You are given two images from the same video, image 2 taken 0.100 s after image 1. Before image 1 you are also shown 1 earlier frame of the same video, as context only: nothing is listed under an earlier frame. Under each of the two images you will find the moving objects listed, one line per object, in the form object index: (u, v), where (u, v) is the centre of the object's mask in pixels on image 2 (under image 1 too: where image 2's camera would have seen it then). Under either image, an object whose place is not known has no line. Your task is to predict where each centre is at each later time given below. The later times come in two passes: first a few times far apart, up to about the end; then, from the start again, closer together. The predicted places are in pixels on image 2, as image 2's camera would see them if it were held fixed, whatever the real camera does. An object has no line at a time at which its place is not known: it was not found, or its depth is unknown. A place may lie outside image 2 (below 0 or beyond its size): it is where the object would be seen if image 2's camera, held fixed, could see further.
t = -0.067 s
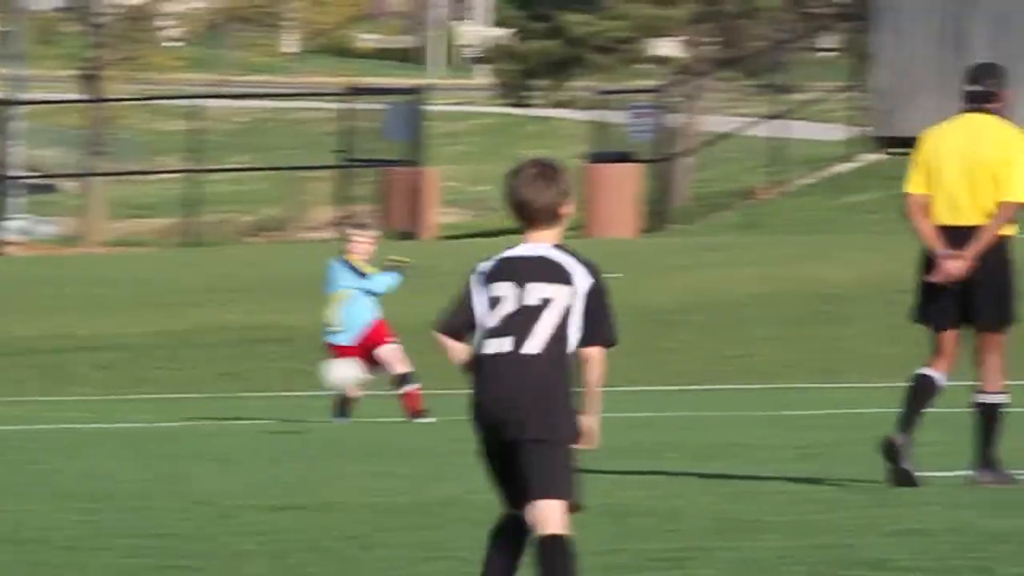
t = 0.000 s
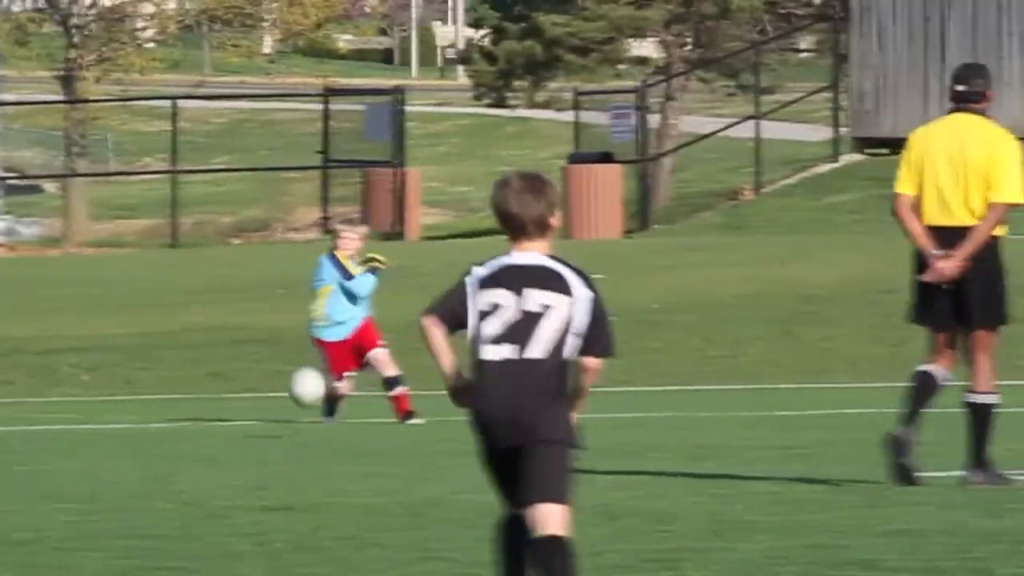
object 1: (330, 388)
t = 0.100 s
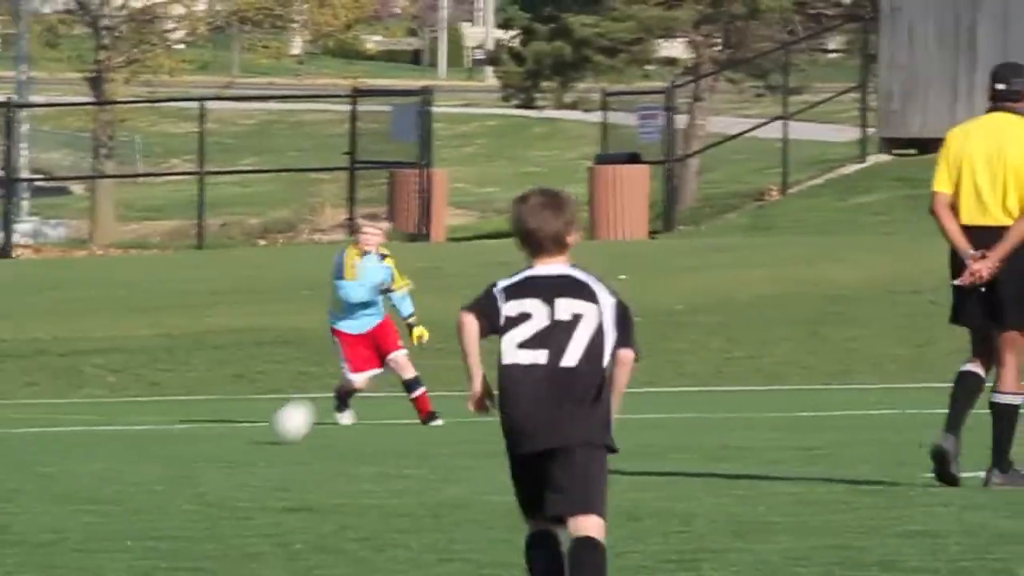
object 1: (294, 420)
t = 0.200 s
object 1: (258, 407)
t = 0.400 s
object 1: (185, 406)
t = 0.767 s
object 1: (53, 430)
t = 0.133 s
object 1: (280, 425)
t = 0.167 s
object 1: (270, 414)
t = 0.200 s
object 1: (258, 407)
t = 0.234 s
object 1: (246, 402)
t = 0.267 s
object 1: (234, 398)
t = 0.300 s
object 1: (223, 396)
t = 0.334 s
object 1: (210, 398)
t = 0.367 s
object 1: (197, 401)
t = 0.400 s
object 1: (185, 406)
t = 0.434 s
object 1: (198, 412)
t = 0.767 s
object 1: (53, 430)
